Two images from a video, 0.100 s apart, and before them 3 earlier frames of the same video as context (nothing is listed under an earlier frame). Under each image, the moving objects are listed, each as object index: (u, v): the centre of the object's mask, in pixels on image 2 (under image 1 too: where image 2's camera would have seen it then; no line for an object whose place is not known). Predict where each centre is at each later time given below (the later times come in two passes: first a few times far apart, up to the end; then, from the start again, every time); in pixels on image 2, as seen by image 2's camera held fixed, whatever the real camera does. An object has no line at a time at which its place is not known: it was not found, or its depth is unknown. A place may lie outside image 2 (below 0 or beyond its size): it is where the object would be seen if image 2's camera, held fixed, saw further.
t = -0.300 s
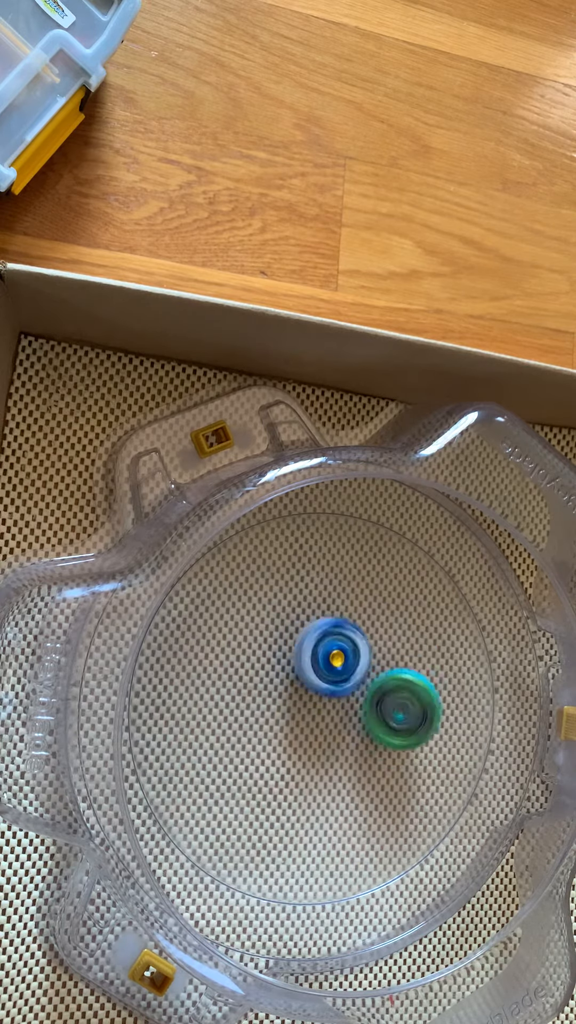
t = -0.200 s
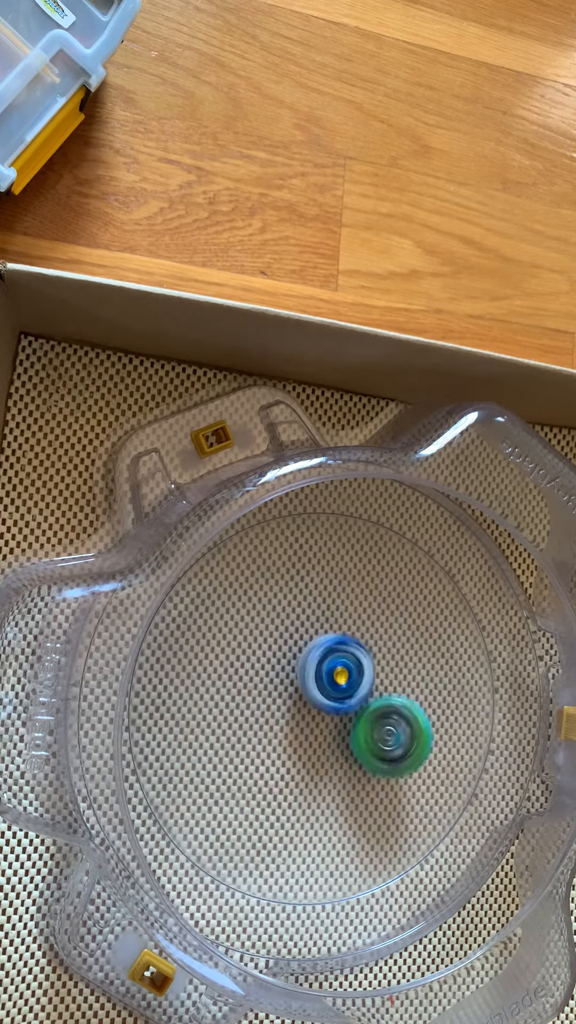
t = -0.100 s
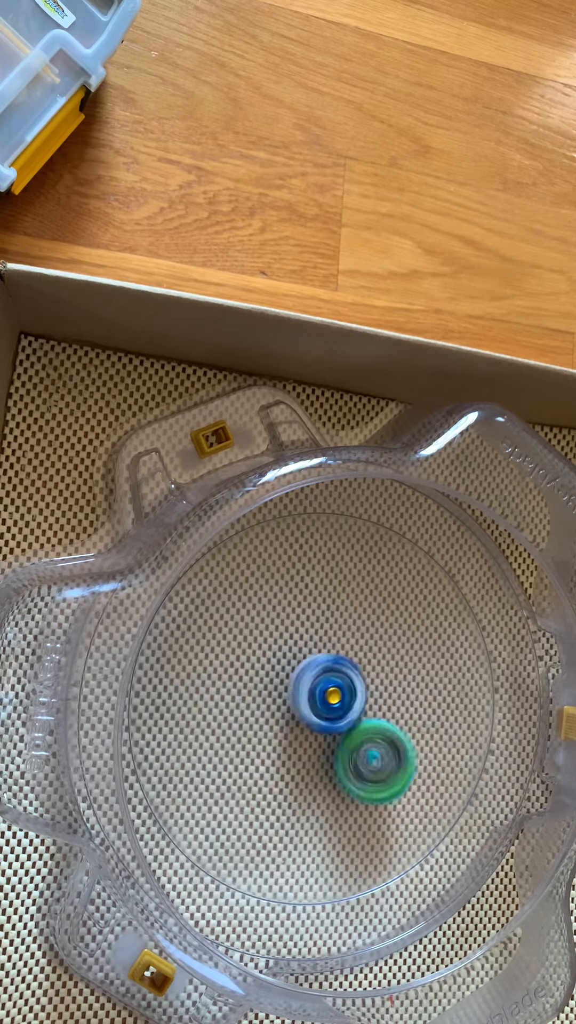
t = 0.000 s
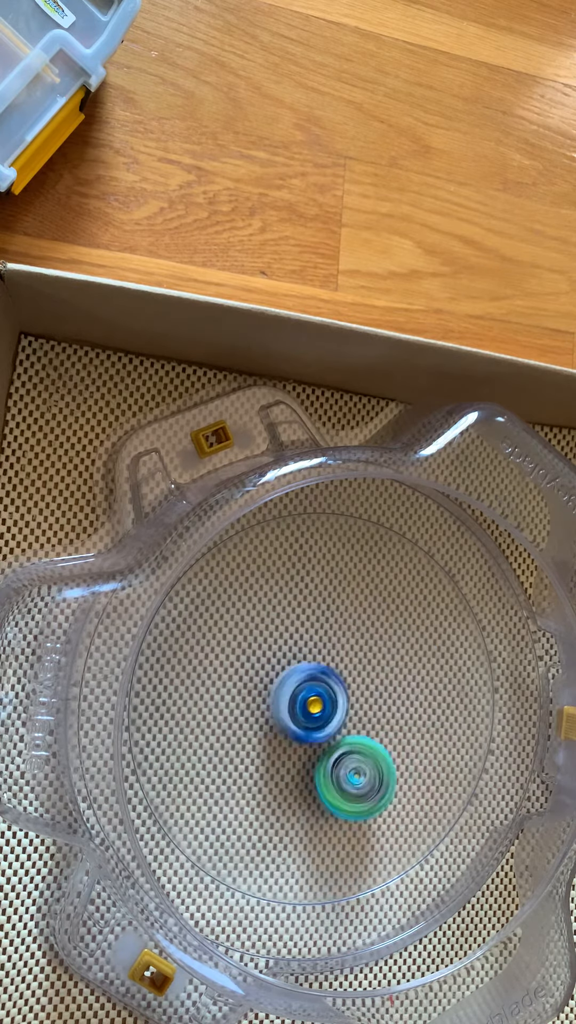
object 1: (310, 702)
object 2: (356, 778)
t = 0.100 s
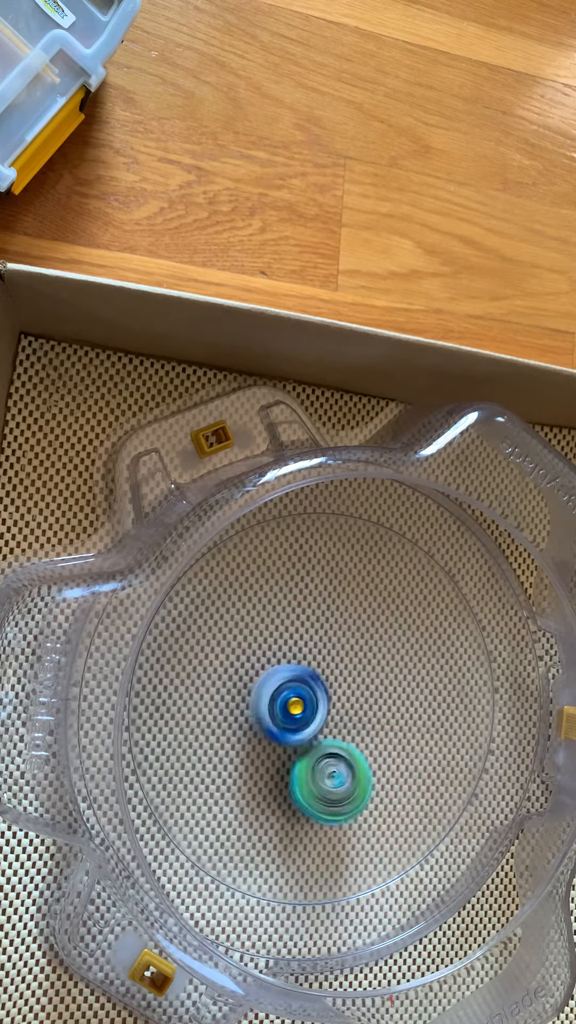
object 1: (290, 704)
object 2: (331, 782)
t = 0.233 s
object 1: (276, 689)
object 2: (295, 774)
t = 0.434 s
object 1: (302, 665)
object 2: (269, 751)
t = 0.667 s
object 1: (360, 680)
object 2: (277, 715)
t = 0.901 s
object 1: (400, 708)
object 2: (316, 675)
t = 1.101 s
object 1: (382, 758)
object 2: (351, 653)
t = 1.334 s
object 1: (328, 775)
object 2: (351, 670)
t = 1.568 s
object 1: (247, 791)
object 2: (369, 684)
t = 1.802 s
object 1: (237, 782)
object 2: (366, 681)
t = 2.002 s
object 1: (288, 755)
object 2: (365, 684)
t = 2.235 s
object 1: (314, 740)
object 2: (371, 670)
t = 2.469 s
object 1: (313, 739)
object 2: (367, 658)
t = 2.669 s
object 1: (315, 734)
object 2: (352, 646)
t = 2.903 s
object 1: (315, 732)
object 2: (337, 653)
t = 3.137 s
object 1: (314, 771)
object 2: (330, 652)
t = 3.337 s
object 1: (323, 768)
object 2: (309, 674)
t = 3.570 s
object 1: (340, 761)
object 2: (294, 657)
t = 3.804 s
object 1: (346, 738)
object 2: (303, 659)
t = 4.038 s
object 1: (351, 742)
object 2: (304, 674)
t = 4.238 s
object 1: (353, 744)
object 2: (281, 672)
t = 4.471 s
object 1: (339, 733)
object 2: (284, 672)
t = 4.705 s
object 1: (350, 746)
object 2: (299, 657)
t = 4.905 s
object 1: (341, 734)
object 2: (297, 668)
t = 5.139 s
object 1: (348, 728)
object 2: (291, 672)
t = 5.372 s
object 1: (345, 731)
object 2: (292, 665)
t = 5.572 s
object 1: (351, 751)
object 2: (282, 655)
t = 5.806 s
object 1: (354, 745)
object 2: (288, 679)
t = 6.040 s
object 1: (342, 743)
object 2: (288, 689)
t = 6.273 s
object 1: (344, 748)
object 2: (291, 690)
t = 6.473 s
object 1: (340, 744)
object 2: (282, 690)
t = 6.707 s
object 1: (334, 741)
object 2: (280, 686)
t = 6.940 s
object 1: (334, 742)
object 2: (280, 686)
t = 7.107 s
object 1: (334, 742)
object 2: (280, 686)
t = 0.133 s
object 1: (285, 703)
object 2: (323, 779)
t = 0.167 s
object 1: (281, 700)
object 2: (313, 777)
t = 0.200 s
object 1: (279, 696)
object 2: (304, 774)
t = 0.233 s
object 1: (276, 689)
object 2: (295, 774)
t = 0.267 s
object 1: (276, 684)
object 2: (290, 773)
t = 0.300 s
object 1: (278, 679)
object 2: (284, 769)
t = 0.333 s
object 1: (281, 676)
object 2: (279, 764)
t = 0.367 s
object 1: (286, 674)
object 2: (274, 757)
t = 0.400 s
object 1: (293, 672)
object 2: (271, 753)
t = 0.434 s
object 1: (302, 665)
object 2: (269, 751)
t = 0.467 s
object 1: (310, 663)
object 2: (268, 749)
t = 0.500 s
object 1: (318, 664)
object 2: (269, 744)
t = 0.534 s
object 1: (325, 667)
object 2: (270, 739)
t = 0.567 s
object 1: (333, 670)
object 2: (273, 732)
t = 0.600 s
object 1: (339, 675)
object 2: (275, 726)
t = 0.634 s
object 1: (349, 678)
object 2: (277, 721)
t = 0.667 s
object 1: (360, 680)
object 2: (277, 715)
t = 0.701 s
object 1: (368, 682)
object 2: (280, 709)
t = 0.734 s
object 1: (375, 685)
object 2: (284, 702)
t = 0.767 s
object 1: (382, 689)
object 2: (289, 695)
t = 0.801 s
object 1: (389, 692)
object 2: (294, 689)
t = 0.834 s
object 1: (394, 696)
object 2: (301, 683)
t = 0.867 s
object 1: (398, 701)
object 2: (308, 678)
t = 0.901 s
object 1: (400, 708)
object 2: (316, 675)
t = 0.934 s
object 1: (399, 714)
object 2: (324, 671)
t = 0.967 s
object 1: (398, 721)
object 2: (332, 669)
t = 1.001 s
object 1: (392, 726)
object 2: (340, 668)
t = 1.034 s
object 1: (390, 738)
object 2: (342, 663)
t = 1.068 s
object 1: (386, 749)
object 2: (347, 656)
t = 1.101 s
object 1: (382, 758)
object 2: (351, 653)
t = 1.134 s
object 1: (376, 765)
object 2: (354, 652)
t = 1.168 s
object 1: (369, 771)
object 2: (357, 653)
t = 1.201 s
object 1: (362, 775)
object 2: (357, 655)
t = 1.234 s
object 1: (354, 777)
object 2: (356, 658)
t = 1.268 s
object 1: (346, 778)
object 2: (354, 660)
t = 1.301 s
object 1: (337, 777)
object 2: (354, 665)
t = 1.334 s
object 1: (328, 775)
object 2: (351, 670)
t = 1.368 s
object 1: (320, 772)
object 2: (349, 677)
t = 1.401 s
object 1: (312, 768)
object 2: (346, 685)
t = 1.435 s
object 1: (304, 764)
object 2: (343, 692)
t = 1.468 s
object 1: (287, 772)
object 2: (353, 692)
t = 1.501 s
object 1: (270, 781)
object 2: (358, 686)
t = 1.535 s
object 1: (256, 787)
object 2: (366, 685)
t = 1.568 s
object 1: (247, 791)
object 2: (369, 684)
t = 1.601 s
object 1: (238, 792)
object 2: (370, 685)
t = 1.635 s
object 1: (233, 793)
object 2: (369, 685)
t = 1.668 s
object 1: (230, 793)
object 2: (367, 684)
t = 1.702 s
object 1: (229, 793)
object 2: (366, 684)
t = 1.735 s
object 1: (230, 790)
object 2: (366, 682)
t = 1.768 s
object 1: (233, 786)
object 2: (366, 681)
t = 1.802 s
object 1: (237, 782)
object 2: (366, 681)
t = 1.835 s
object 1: (243, 778)
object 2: (366, 680)
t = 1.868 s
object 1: (251, 773)
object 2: (367, 681)
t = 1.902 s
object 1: (259, 769)
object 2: (367, 682)
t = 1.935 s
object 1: (270, 764)
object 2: (367, 682)
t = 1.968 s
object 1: (279, 760)
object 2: (366, 683)
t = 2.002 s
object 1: (288, 755)
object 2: (365, 684)
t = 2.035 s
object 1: (297, 749)
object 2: (364, 684)
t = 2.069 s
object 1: (304, 742)
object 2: (362, 683)
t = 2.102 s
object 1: (307, 742)
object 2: (366, 679)
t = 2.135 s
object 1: (309, 740)
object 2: (367, 678)
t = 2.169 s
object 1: (313, 737)
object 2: (368, 678)
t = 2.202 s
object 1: (314, 737)
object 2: (368, 675)
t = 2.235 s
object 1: (314, 740)
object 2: (371, 670)
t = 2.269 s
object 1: (314, 741)
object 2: (370, 666)
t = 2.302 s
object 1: (313, 744)
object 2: (369, 663)
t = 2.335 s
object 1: (313, 744)
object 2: (369, 662)
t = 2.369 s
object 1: (312, 744)
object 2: (369, 661)
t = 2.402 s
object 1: (312, 744)
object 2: (368, 660)
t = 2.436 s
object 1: (312, 743)
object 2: (367, 659)
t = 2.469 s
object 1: (313, 739)
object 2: (367, 658)
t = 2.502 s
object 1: (313, 736)
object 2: (366, 658)
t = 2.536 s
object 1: (314, 732)
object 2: (362, 658)
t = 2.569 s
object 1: (315, 728)
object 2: (360, 658)
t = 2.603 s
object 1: (315, 730)
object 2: (358, 654)
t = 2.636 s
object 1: (315, 732)
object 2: (355, 649)
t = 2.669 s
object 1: (315, 734)
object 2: (352, 646)
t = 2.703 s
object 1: (314, 735)
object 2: (349, 643)
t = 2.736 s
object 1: (314, 736)
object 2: (349, 643)
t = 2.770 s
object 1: (314, 736)
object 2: (348, 644)
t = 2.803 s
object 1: (314, 736)
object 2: (348, 647)
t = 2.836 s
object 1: (315, 734)
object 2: (343, 650)
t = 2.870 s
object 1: (315, 733)
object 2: (340, 653)
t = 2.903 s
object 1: (315, 732)
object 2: (337, 653)
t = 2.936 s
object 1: (312, 741)
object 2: (335, 645)
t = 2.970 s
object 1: (312, 748)
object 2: (336, 640)
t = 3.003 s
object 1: (311, 754)
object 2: (336, 639)
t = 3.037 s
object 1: (312, 759)
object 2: (337, 641)
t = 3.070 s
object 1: (312, 764)
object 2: (335, 643)
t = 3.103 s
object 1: (312, 767)
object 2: (334, 648)
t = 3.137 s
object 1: (314, 771)
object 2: (330, 652)
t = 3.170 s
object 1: (317, 773)
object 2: (328, 655)
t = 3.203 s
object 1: (318, 776)
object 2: (324, 661)
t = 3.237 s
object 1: (320, 777)
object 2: (320, 664)
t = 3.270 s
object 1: (320, 775)
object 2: (318, 667)
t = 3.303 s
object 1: (321, 774)
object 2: (314, 672)
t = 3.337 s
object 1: (323, 768)
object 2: (309, 674)
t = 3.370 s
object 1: (324, 764)
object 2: (307, 677)
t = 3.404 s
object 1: (326, 762)
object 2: (304, 678)
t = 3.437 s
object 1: (329, 764)
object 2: (301, 670)
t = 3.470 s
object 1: (332, 765)
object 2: (298, 666)
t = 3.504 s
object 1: (336, 764)
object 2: (296, 663)
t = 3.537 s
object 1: (338, 762)
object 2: (293, 659)
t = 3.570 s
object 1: (340, 761)
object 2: (294, 657)
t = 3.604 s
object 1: (342, 754)
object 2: (296, 657)
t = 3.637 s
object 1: (343, 751)
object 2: (297, 656)
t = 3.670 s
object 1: (343, 748)
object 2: (299, 658)
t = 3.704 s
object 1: (343, 741)
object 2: (300, 660)
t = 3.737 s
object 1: (342, 735)
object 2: (302, 663)
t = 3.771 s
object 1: (342, 732)
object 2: (305, 665)
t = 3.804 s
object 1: (346, 738)
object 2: (303, 659)
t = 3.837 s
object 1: (350, 743)
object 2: (306, 655)
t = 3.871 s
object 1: (353, 746)
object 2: (306, 656)
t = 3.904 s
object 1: (353, 746)
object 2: (307, 657)
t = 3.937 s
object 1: (353, 747)
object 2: (308, 661)
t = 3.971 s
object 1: (354, 745)
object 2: (305, 663)
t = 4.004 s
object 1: (352, 742)
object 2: (306, 669)
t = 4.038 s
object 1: (351, 742)
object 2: (304, 674)
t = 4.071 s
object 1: (351, 740)
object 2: (301, 673)
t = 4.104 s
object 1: (351, 740)
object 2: (298, 675)
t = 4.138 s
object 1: (352, 742)
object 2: (293, 672)
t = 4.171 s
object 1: (353, 743)
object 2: (288, 673)
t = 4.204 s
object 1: (353, 743)
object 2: (284, 673)
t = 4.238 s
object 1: (353, 744)
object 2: (281, 672)
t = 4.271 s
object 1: (352, 743)
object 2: (279, 673)
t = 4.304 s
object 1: (349, 741)
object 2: (278, 671)
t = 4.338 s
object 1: (347, 740)
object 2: (280, 672)
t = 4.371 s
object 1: (346, 738)
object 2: (282, 673)
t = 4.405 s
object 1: (342, 734)
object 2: (284, 675)
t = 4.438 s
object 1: (338, 730)
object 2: (287, 674)
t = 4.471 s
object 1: (339, 733)
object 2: (284, 672)
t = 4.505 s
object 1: (341, 735)
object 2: (284, 668)
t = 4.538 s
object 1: (341, 737)
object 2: (288, 665)
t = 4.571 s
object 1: (341, 739)
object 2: (291, 666)
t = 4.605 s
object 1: (342, 738)
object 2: (293, 670)
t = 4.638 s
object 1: (342, 738)
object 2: (295, 670)
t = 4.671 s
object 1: (346, 743)
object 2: (295, 662)
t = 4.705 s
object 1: (350, 746)
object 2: (299, 657)
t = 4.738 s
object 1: (353, 745)
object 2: (301, 658)
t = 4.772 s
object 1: (354, 745)
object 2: (302, 660)
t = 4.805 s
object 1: (353, 740)
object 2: (300, 663)
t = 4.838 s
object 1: (348, 737)
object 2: (297, 666)
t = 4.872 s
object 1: (344, 737)
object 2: (296, 669)
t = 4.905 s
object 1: (341, 734)
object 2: (297, 668)
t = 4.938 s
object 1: (343, 734)
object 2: (297, 665)
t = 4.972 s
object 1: (346, 734)
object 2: (298, 658)
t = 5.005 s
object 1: (347, 736)
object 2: (300, 659)
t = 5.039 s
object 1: (349, 735)
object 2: (297, 661)
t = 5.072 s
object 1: (349, 733)
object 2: (296, 665)
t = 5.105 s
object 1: (350, 731)
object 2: (292, 670)
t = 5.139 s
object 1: (348, 728)
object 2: (291, 672)
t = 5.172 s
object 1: (347, 726)
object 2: (290, 673)
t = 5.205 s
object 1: (344, 724)
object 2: (292, 672)
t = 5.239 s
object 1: (344, 726)
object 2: (293, 670)
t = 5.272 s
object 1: (345, 728)
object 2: (291, 664)
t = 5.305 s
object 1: (347, 730)
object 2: (293, 660)
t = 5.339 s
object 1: (348, 731)
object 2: (293, 661)
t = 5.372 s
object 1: (345, 731)
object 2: (292, 665)
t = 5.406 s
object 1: (341, 731)
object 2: (290, 669)
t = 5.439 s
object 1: (339, 729)
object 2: (288, 672)
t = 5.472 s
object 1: (342, 731)
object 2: (282, 671)
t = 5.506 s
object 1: (346, 739)
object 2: (277, 663)
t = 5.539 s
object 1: (349, 746)
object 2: (278, 656)
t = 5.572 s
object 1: (351, 751)
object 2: (282, 655)
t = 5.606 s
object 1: (351, 752)
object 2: (284, 657)
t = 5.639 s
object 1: (351, 752)
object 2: (286, 661)
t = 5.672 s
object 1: (352, 751)
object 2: (288, 666)
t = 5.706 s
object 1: (354, 749)
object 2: (286, 671)
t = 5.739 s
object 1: (354, 749)
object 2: (286, 673)
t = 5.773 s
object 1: (354, 748)
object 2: (288, 675)
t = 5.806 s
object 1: (354, 745)
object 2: (288, 679)
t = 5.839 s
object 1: (353, 742)
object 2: (289, 683)
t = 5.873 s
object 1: (351, 739)
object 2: (290, 687)
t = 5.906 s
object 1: (349, 739)
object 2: (290, 690)
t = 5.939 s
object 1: (348, 739)
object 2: (290, 691)
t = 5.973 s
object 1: (346, 740)
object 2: (289, 691)
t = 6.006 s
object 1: (344, 741)
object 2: (288, 689)
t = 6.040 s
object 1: (342, 743)
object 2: (288, 689)
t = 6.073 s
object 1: (341, 744)
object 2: (289, 688)
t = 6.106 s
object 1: (342, 746)
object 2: (288, 686)
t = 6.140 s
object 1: (344, 747)
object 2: (288, 685)
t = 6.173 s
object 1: (345, 746)
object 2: (290, 686)
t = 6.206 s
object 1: (345, 745)
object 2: (291, 686)
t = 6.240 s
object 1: (344, 745)
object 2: (293, 688)
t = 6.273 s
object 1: (344, 748)
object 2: (291, 690)
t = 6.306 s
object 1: (344, 749)
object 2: (290, 692)
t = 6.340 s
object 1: (344, 748)
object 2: (287, 693)
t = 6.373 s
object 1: (344, 747)
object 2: (286, 693)
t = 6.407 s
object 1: (343, 746)
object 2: (285, 693)
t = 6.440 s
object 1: (342, 745)
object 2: (283, 692)
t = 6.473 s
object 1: (340, 744)
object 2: (282, 690)
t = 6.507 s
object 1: (339, 744)
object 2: (281, 689)
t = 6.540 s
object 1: (337, 743)
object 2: (280, 688)
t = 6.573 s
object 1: (336, 743)
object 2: (280, 688)
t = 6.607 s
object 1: (336, 742)
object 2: (280, 687)
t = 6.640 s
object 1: (335, 742)
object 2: (280, 686)
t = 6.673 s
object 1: (334, 742)
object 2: (280, 686)
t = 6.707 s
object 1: (334, 741)
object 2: (280, 686)
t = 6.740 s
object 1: (334, 742)
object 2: (280, 686)
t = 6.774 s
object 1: (334, 742)
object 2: (280, 686)
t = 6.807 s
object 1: (335, 742)
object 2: (280, 686)
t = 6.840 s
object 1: (335, 742)
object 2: (280, 686)
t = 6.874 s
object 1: (335, 742)
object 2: (280, 686)
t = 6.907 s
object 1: (334, 742)
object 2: (280, 686)
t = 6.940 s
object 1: (334, 742)
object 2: (280, 686)
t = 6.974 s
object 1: (334, 742)
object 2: (280, 686)
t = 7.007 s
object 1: (334, 742)
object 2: (280, 686)
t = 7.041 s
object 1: (334, 742)
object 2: (280, 686)
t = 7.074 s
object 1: (334, 742)
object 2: (280, 686)
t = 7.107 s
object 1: (334, 742)
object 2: (280, 686)
